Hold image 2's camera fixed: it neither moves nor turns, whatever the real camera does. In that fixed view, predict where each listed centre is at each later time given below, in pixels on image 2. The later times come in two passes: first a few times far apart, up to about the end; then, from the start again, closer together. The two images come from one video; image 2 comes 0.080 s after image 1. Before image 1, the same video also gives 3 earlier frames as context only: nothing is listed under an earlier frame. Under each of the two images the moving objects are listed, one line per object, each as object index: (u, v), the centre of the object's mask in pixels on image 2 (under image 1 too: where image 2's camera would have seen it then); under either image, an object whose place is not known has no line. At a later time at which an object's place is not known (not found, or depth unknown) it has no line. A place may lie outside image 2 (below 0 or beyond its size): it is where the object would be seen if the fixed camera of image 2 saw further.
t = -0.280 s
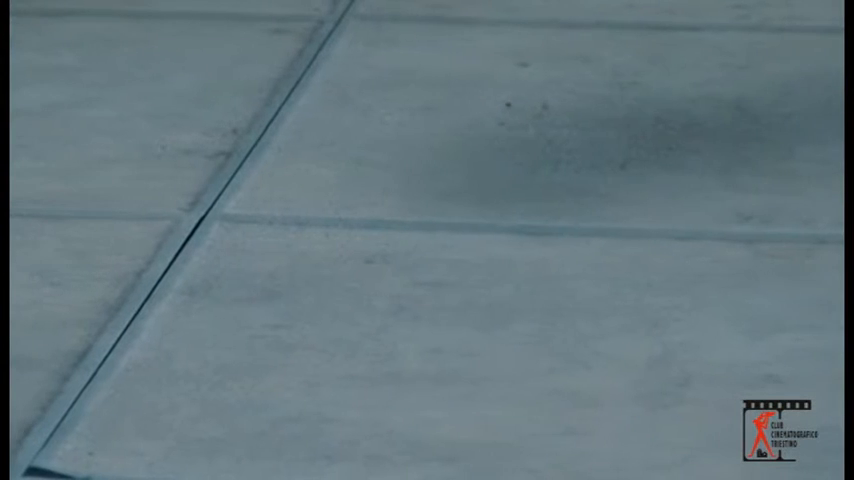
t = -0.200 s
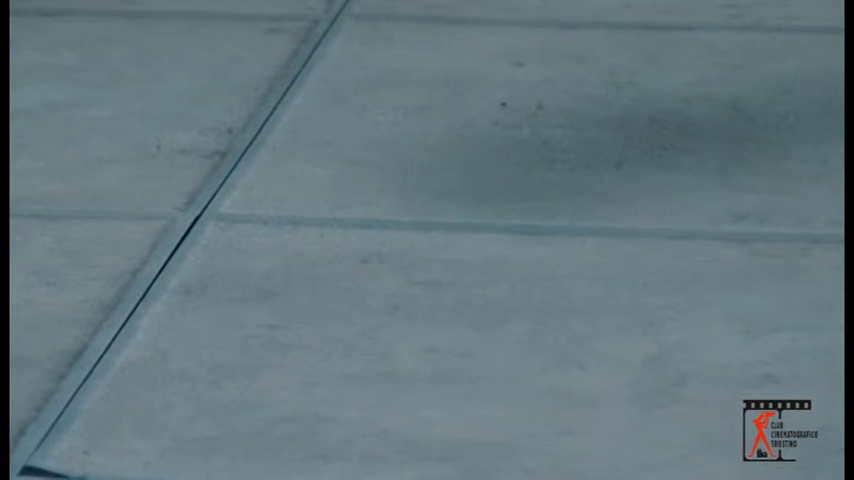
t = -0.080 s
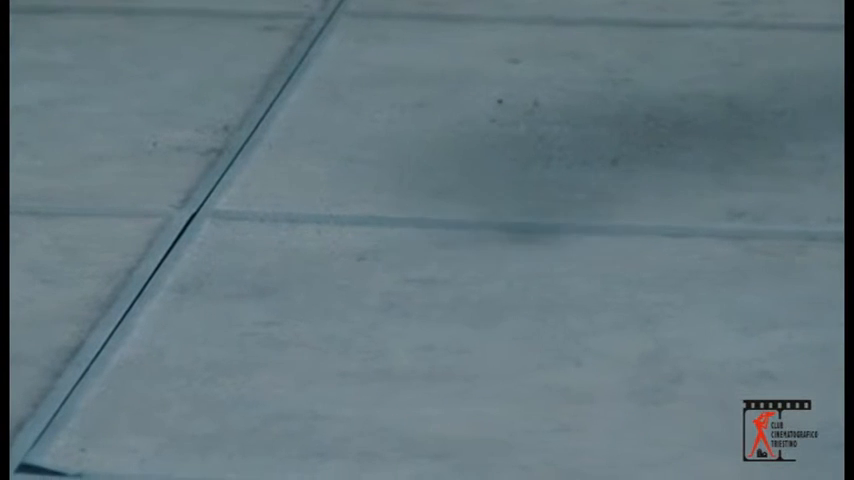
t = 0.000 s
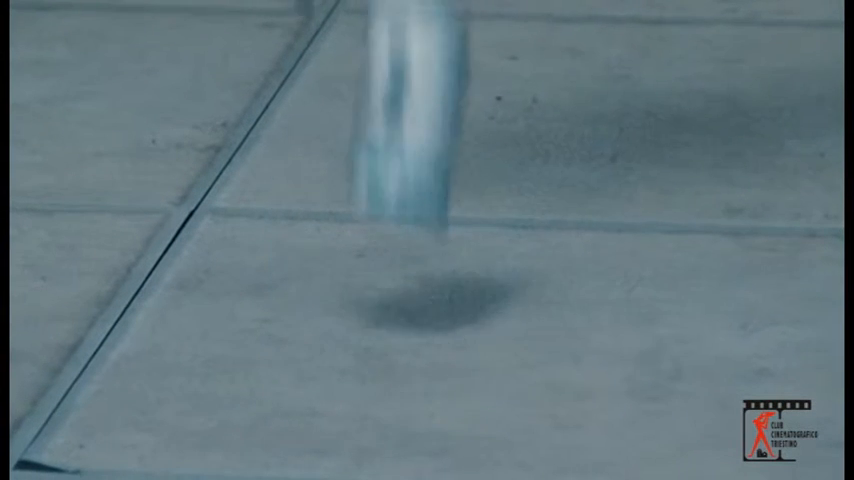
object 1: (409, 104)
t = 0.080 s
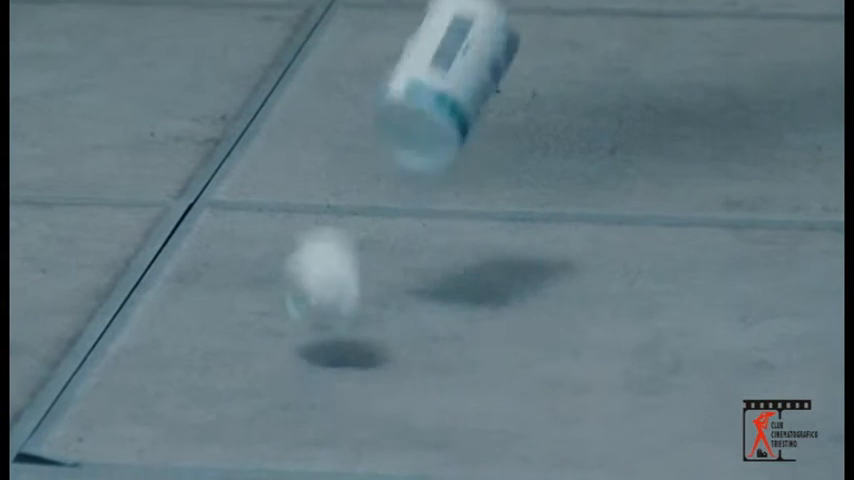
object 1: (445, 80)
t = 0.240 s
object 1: (520, 232)
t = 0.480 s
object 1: (574, 266)
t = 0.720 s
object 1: (636, 274)
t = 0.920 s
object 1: (681, 277)
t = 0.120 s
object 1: (455, 60)
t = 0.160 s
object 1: (475, 70)
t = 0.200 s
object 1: (479, 143)
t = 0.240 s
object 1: (520, 232)
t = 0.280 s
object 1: (524, 191)
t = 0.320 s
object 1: (531, 191)
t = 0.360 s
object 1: (541, 224)
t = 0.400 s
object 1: (551, 226)
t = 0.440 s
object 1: (564, 240)
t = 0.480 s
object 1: (574, 266)
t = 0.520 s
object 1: (587, 261)
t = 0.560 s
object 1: (597, 268)
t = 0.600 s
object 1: (608, 270)
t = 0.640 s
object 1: (618, 272)
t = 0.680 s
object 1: (627, 273)
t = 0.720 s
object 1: (636, 274)
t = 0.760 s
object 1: (645, 274)
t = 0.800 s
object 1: (654, 275)
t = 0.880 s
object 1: (672, 276)
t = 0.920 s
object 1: (681, 277)
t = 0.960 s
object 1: (691, 278)
